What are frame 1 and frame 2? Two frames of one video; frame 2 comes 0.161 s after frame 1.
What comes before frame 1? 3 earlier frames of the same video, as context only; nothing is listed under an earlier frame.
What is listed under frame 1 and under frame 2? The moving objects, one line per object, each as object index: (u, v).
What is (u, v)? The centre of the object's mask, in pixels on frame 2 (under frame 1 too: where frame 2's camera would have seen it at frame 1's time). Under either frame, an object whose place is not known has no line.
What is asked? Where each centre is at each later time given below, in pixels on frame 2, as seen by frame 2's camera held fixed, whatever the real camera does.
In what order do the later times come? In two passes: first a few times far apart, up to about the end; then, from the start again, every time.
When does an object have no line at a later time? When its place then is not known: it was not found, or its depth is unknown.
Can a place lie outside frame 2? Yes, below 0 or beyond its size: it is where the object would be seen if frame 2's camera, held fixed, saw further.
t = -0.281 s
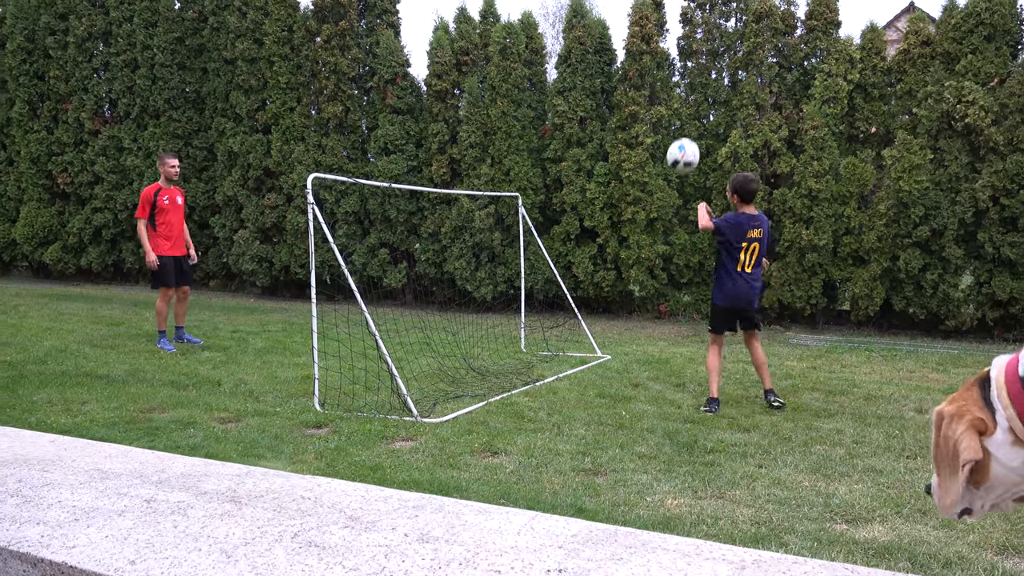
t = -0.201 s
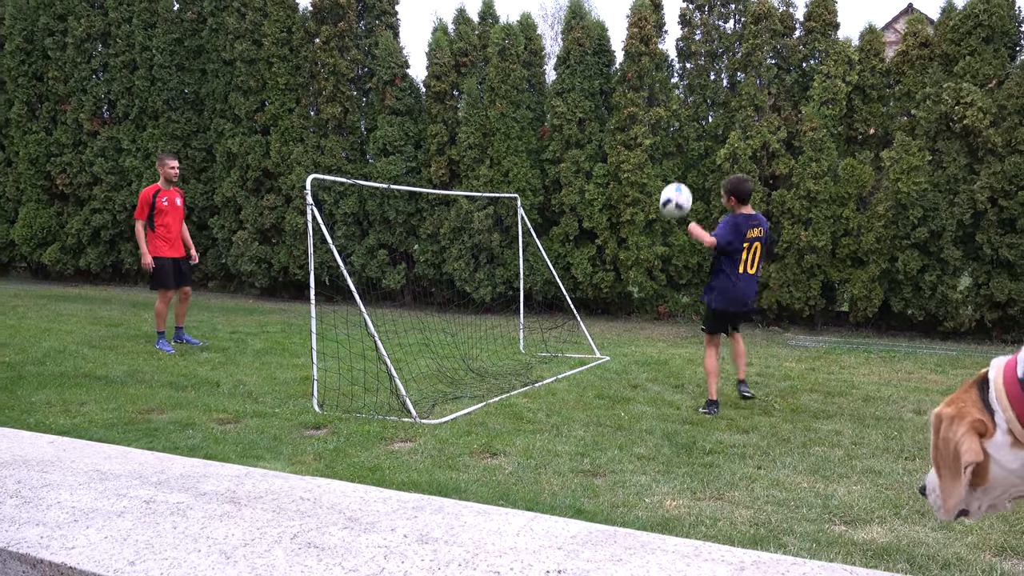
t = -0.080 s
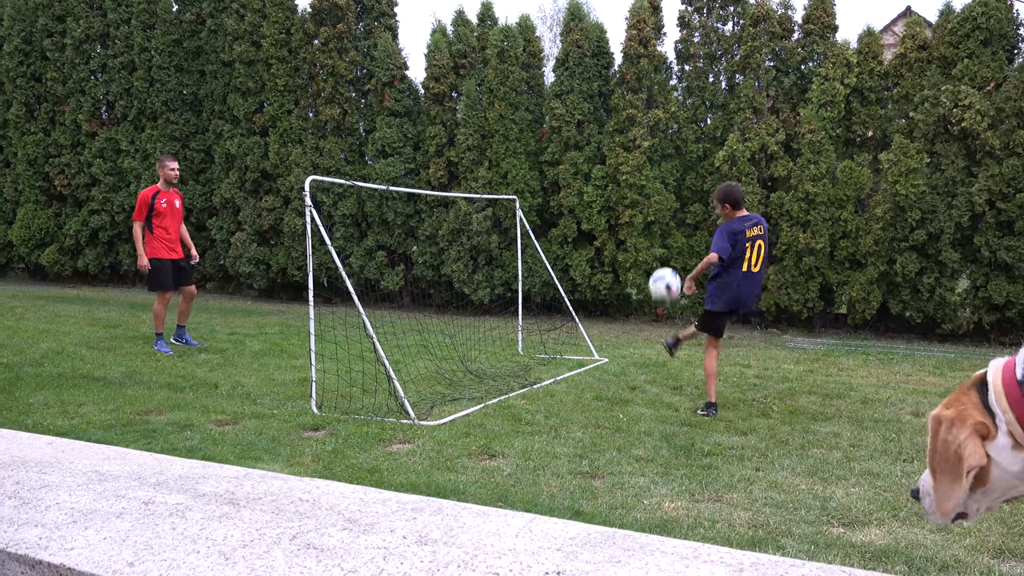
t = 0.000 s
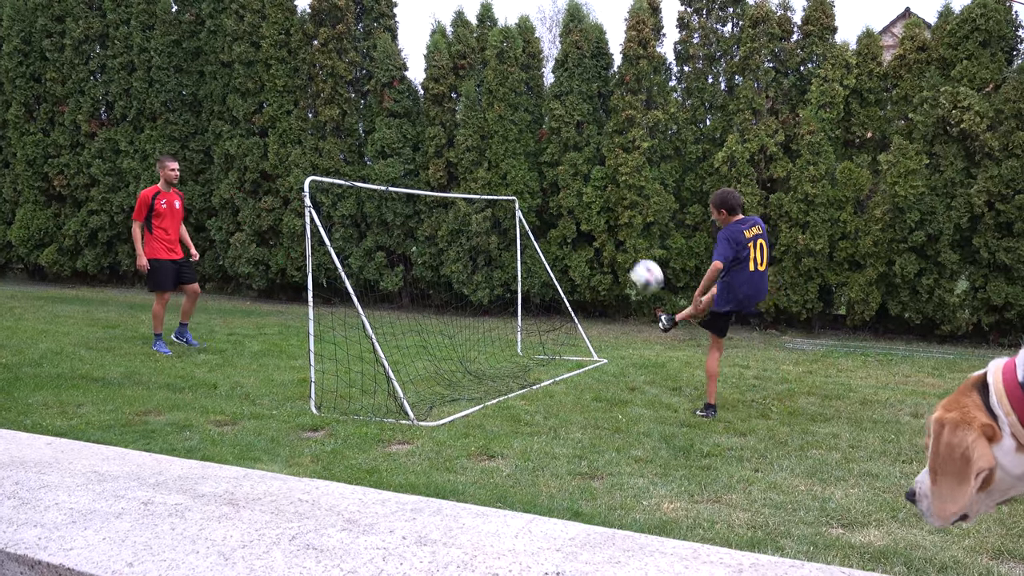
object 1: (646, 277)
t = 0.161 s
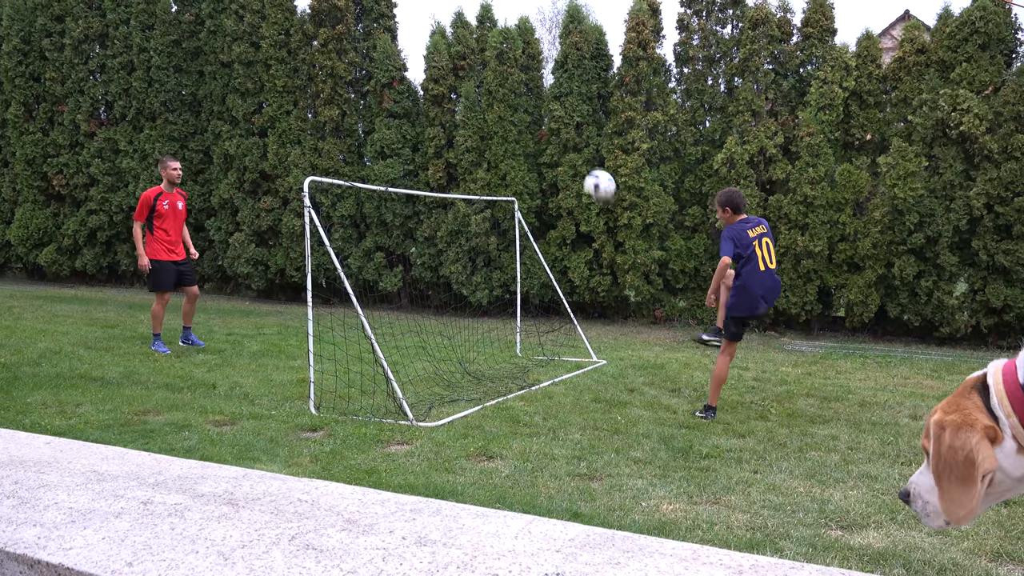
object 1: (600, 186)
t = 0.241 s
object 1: (577, 154)
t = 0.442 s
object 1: (524, 115)
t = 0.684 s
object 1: (465, 140)
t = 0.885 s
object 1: (422, 191)
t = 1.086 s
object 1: (383, 246)
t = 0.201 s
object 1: (588, 169)
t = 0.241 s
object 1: (577, 154)
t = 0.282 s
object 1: (565, 141)
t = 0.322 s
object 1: (555, 132)
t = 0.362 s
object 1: (545, 124)
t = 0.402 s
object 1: (534, 119)
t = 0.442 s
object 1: (524, 115)
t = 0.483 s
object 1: (514, 114)
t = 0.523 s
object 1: (503, 115)
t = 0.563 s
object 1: (493, 118)
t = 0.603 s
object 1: (484, 123)
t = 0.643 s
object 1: (474, 129)
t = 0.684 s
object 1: (465, 140)
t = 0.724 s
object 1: (455, 151)
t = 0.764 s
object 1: (447, 165)
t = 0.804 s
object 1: (439, 179)
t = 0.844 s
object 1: (430, 184)
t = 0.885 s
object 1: (422, 191)
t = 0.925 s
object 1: (414, 200)
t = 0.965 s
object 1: (406, 206)
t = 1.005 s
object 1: (398, 218)
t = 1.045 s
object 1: (391, 231)
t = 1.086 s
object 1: (383, 246)
